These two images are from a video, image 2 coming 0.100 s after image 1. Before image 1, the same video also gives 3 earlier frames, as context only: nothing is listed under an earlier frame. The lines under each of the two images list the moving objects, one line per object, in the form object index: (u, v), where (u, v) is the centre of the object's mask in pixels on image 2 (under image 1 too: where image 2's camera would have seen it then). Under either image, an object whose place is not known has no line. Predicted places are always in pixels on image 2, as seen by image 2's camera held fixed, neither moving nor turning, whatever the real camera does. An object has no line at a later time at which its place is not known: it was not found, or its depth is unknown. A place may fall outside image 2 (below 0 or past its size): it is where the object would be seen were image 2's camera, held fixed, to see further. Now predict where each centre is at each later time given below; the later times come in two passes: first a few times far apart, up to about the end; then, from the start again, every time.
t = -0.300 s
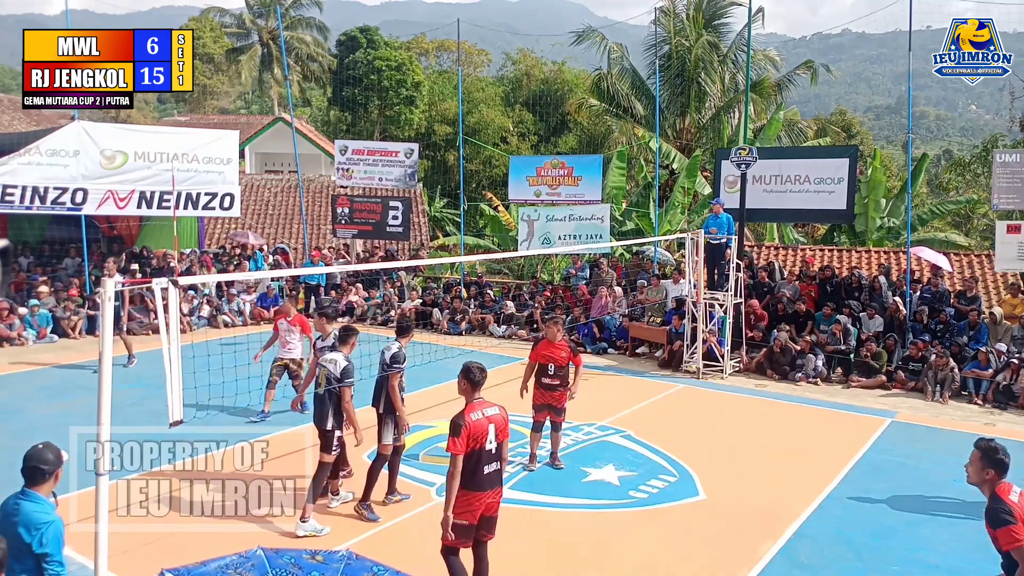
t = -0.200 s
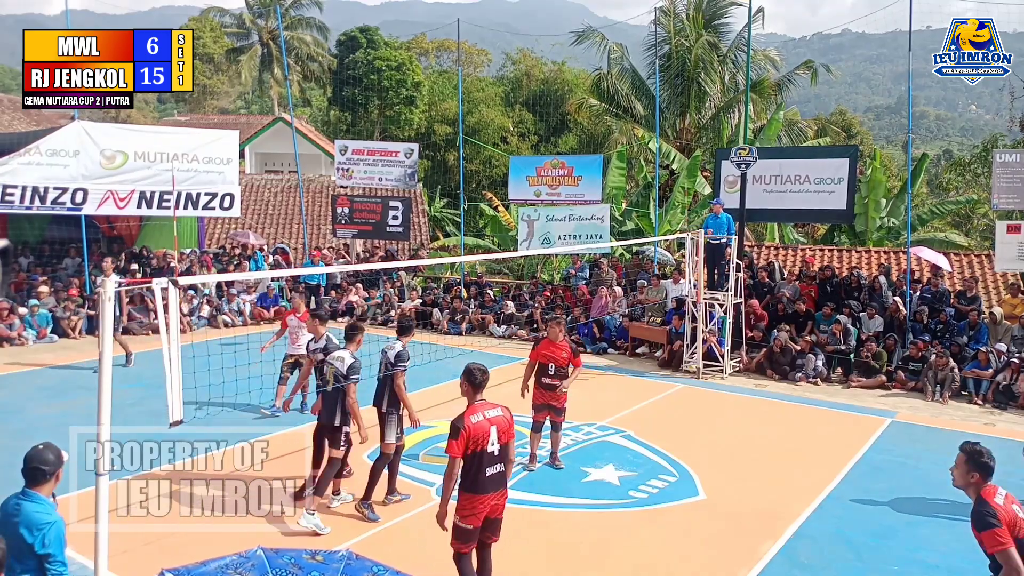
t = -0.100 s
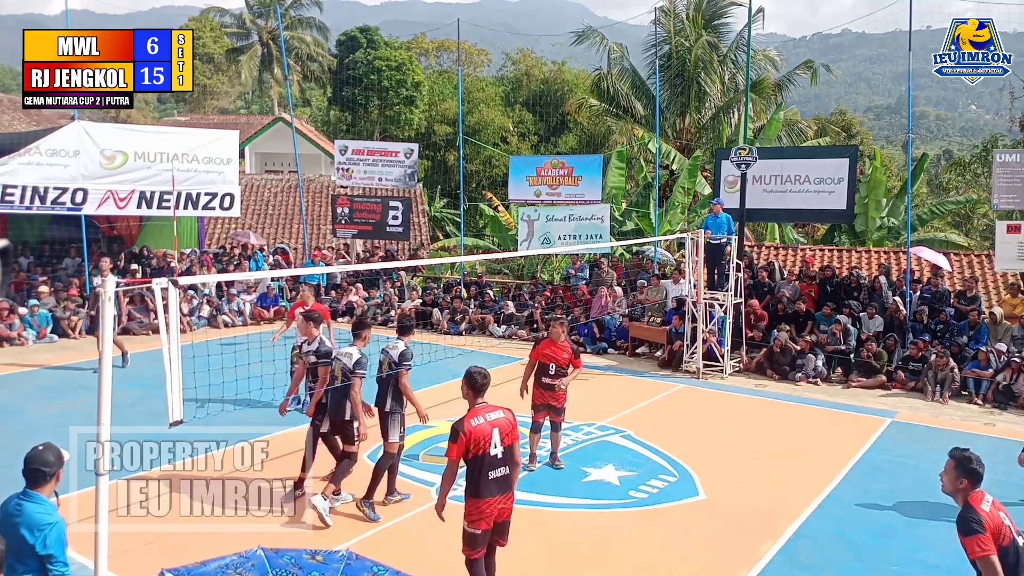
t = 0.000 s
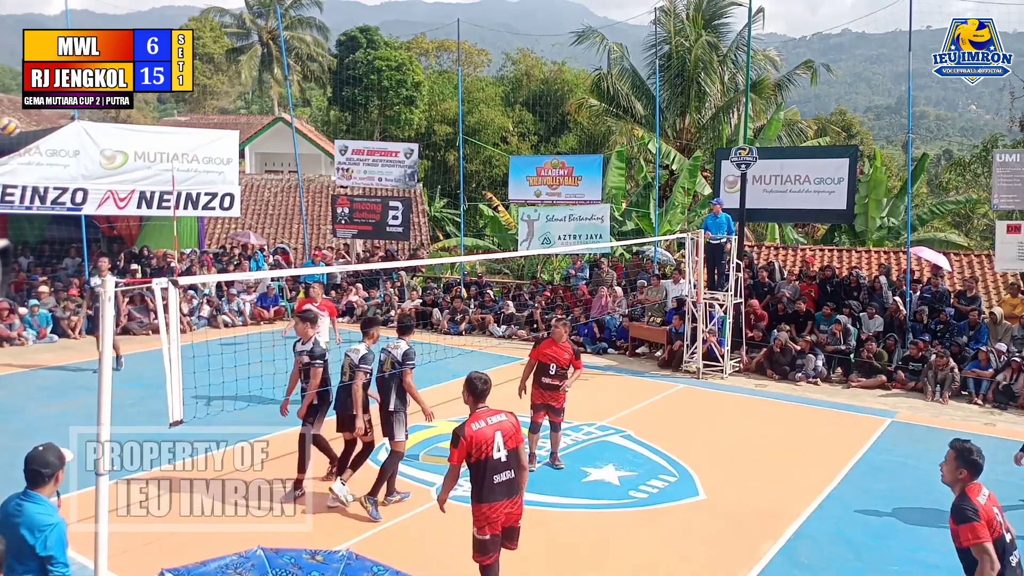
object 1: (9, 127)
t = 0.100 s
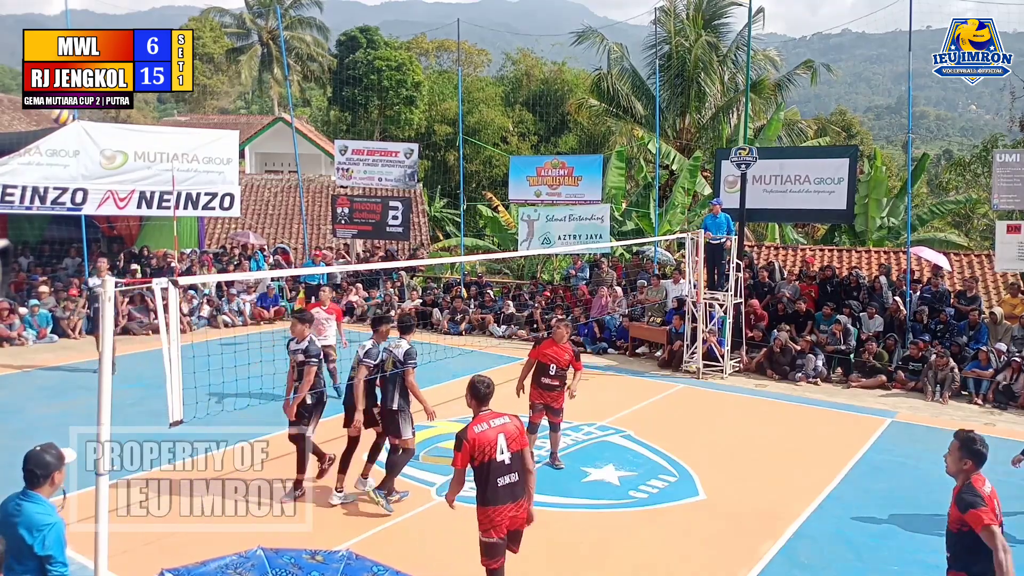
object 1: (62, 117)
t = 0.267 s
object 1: (160, 120)
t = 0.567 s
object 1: (368, 216)
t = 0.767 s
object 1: (527, 356)
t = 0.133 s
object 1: (81, 116)
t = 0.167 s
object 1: (99, 116)
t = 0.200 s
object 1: (119, 116)
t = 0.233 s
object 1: (139, 117)
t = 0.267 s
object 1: (160, 120)
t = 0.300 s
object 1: (181, 125)
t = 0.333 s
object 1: (203, 131)
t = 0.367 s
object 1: (226, 138)
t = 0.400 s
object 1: (248, 147)
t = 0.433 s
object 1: (272, 158)
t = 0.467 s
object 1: (295, 170)
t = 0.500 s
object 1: (320, 183)
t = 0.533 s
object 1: (343, 199)
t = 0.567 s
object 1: (368, 216)
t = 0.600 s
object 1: (394, 235)
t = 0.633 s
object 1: (420, 256)
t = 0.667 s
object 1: (446, 278)
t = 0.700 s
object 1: (473, 302)
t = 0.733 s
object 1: (499, 328)
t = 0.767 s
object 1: (527, 356)
